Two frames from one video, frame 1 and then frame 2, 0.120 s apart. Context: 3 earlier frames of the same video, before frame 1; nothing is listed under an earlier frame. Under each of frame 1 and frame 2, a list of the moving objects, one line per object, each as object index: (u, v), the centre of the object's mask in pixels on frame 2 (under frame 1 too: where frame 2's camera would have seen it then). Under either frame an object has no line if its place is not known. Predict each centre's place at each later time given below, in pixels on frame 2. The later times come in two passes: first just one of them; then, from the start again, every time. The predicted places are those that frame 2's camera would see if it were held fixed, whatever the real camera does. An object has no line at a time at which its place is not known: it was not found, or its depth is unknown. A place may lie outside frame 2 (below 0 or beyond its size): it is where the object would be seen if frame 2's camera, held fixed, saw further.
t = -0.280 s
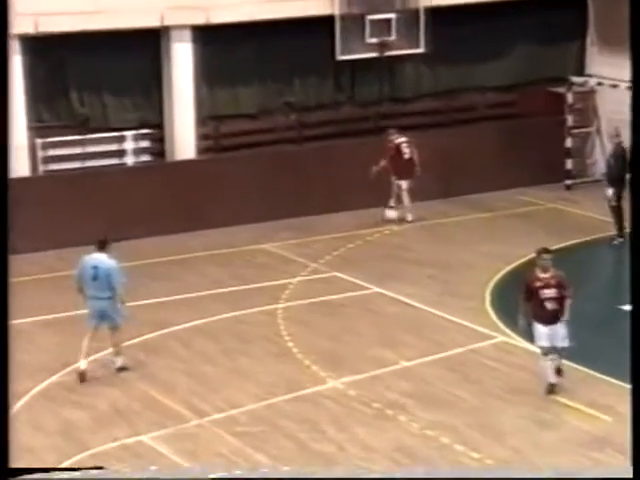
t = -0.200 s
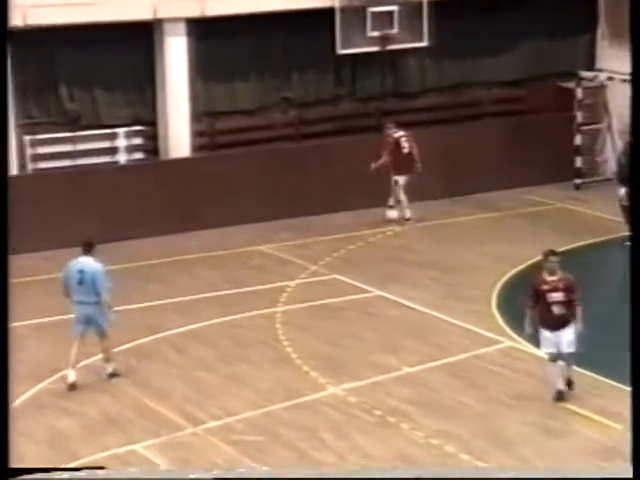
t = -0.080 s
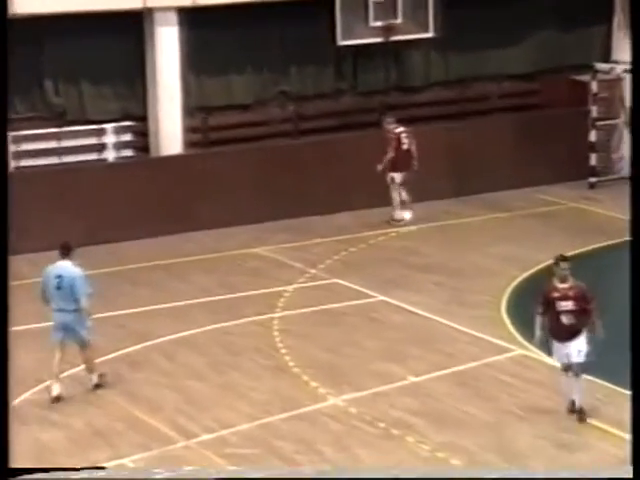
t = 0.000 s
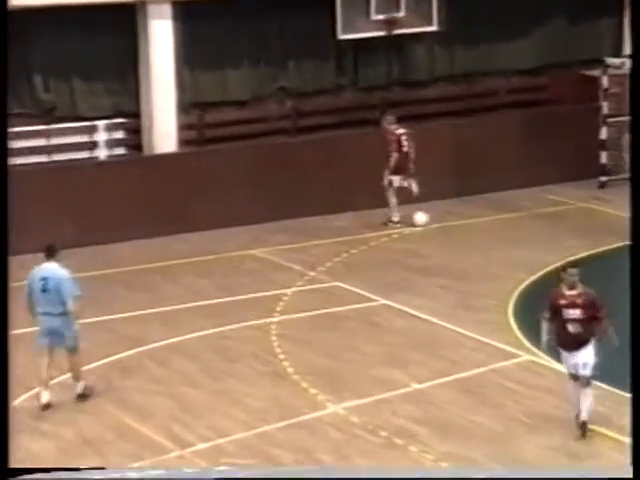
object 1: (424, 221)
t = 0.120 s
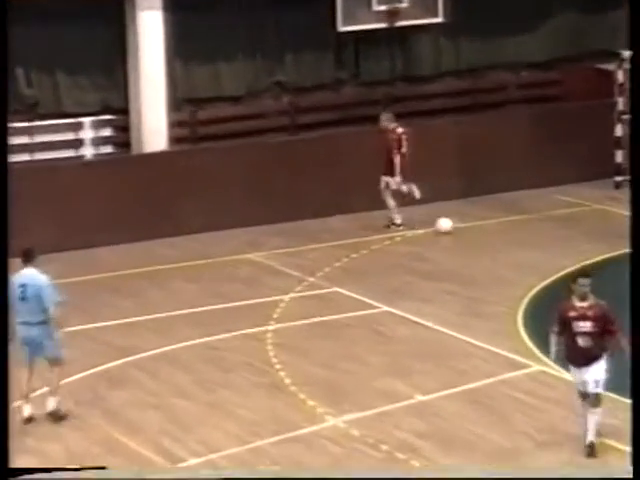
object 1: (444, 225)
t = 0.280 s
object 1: (472, 230)
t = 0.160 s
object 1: (451, 226)
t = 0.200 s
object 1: (459, 227)
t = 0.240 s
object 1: (465, 229)
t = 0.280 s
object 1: (472, 230)
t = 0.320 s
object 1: (479, 231)
